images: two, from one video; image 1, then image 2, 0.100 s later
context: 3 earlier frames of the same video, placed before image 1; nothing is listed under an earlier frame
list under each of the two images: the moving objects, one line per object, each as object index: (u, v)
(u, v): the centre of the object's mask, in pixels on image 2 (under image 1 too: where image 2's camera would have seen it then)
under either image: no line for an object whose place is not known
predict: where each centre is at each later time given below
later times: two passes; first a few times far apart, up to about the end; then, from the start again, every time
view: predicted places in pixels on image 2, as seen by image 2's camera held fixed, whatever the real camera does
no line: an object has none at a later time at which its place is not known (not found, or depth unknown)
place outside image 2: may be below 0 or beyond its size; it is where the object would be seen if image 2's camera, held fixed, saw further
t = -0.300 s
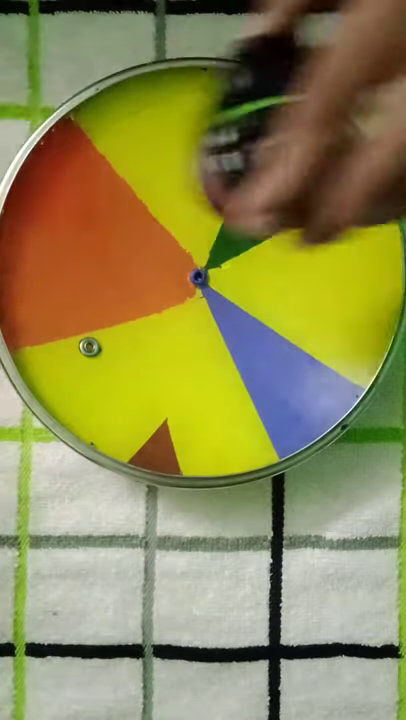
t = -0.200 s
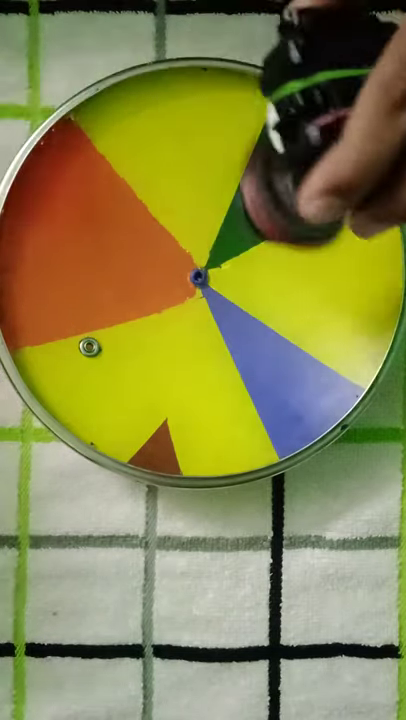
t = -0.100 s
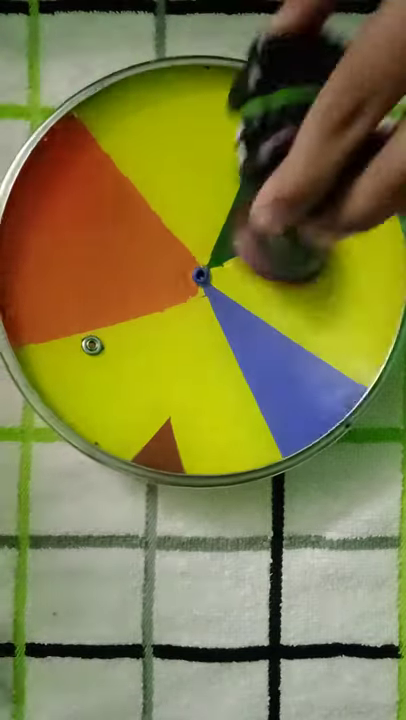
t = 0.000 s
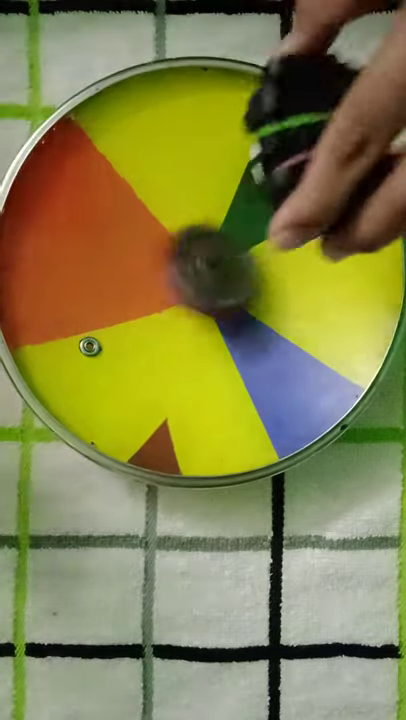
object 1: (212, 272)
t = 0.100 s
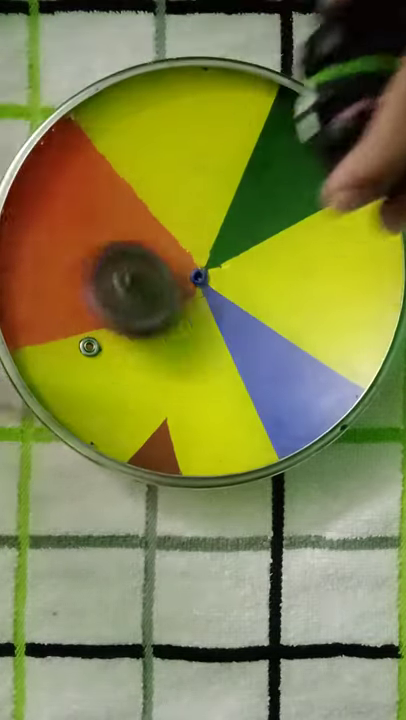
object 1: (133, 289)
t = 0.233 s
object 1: (76, 267)
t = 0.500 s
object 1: (165, 229)
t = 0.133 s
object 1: (112, 288)
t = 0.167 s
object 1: (97, 281)
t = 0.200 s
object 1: (84, 275)
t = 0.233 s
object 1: (76, 267)
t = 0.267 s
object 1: (72, 260)
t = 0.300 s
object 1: (74, 253)
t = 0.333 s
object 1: (80, 245)
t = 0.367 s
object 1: (90, 240)
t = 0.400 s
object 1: (104, 236)
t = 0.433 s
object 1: (122, 232)
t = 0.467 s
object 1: (141, 229)
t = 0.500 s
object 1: (165, 229)
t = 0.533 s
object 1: (184, 225)
